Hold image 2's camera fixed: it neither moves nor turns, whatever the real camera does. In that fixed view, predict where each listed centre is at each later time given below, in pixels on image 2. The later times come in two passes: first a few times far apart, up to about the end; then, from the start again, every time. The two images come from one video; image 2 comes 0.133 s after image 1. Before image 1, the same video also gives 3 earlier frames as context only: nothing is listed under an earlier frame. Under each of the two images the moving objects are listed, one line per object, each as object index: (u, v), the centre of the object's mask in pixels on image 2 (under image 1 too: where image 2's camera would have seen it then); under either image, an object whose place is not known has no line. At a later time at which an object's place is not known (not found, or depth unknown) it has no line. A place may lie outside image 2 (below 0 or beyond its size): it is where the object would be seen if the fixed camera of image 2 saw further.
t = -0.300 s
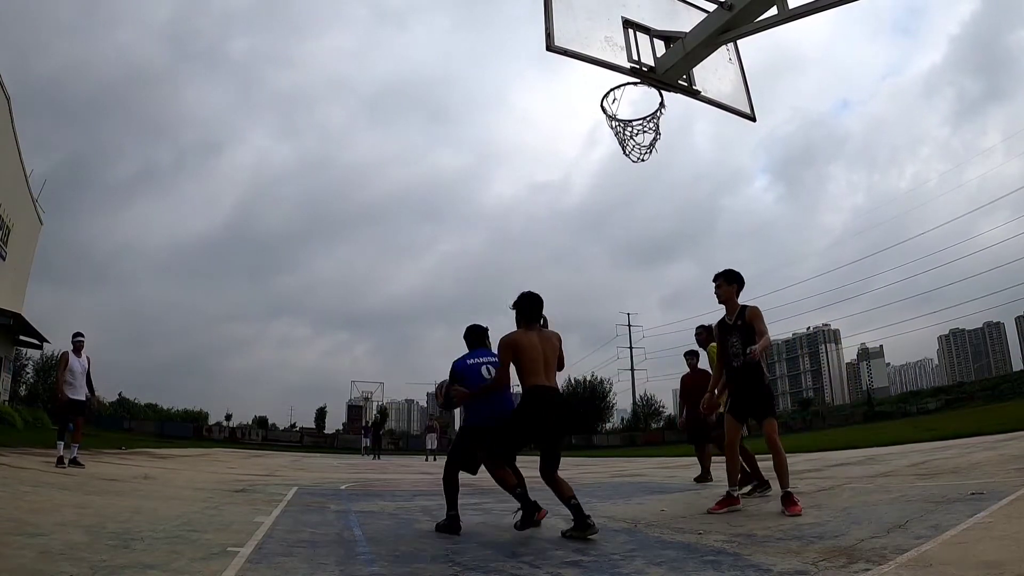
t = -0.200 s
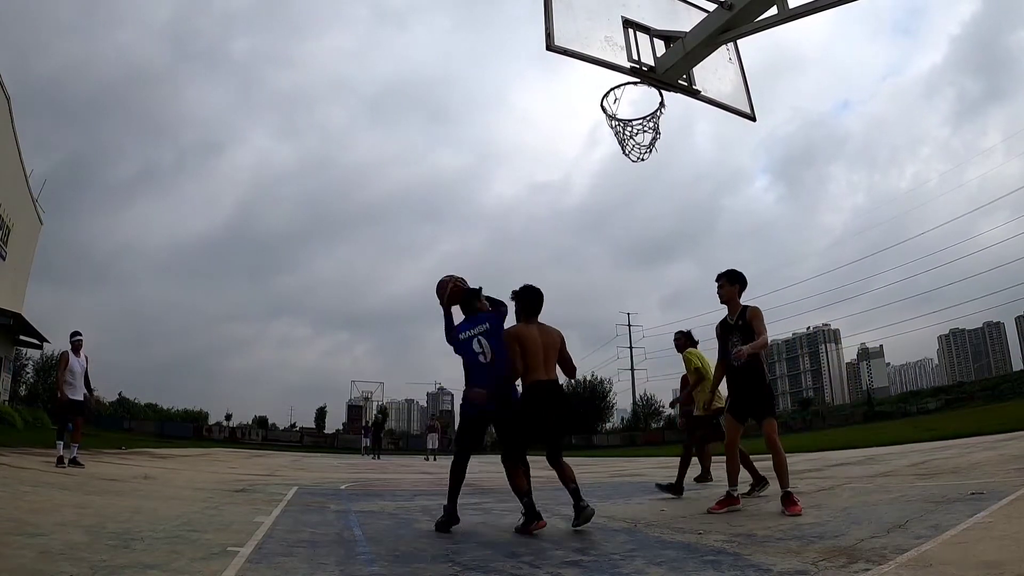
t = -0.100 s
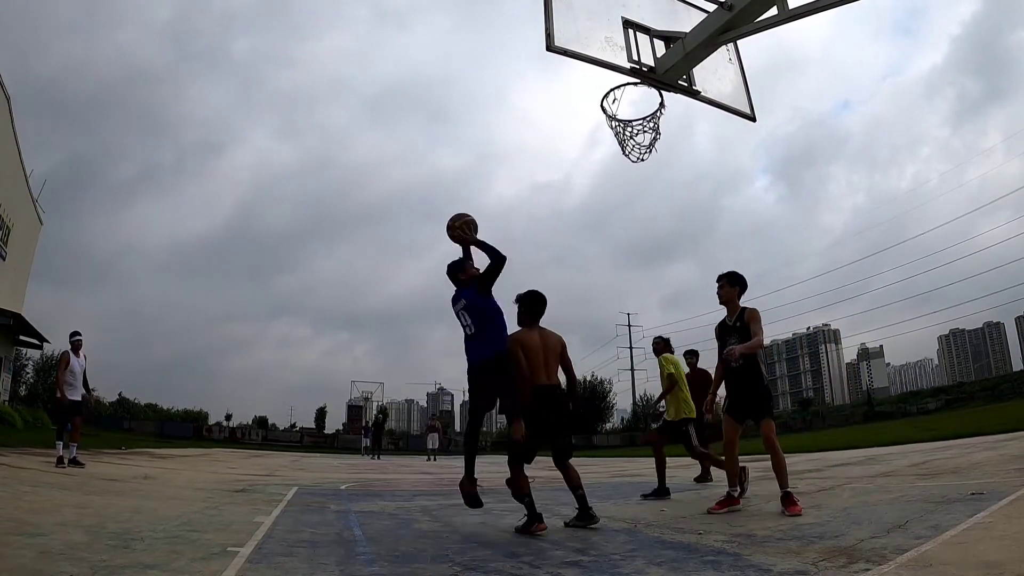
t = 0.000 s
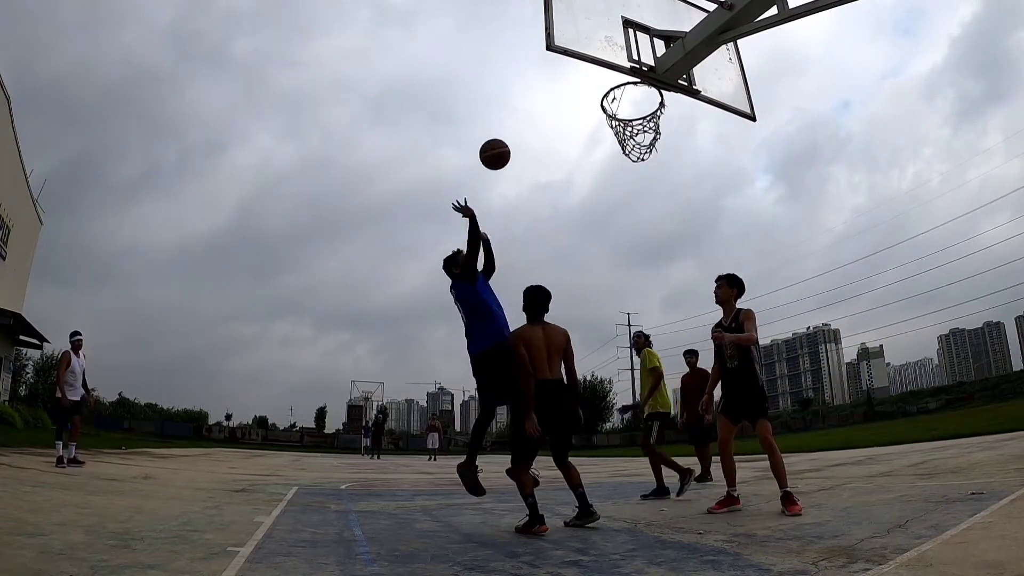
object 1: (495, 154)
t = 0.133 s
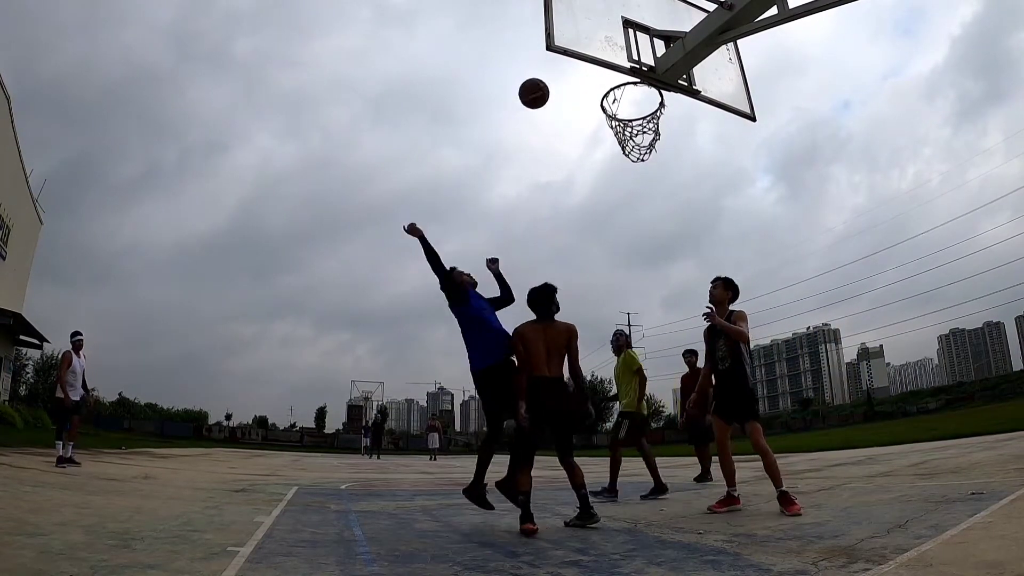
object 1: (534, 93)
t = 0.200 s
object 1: (556, 70)
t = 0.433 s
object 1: (625, 46)
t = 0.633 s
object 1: (631, 117)
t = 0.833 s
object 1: (636, 108)
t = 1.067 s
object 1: (653, 145)
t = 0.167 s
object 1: (542, 83)
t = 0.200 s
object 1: (556, 70)
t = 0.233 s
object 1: (564, 66)
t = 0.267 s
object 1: (578, 52)
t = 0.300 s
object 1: (588, 47)
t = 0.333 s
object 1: (598, 44)
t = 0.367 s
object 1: (612, 41)
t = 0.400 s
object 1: (622, 40)
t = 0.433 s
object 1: (625, 46)
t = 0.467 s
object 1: (627, 56)
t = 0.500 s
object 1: (625, 67)
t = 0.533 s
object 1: (628, 85)
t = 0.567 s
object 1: (630, 96)
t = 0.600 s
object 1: (631, 108)
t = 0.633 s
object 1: (631, 117)
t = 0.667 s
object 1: (632, 121)
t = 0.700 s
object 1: (633, 122)
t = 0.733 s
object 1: (634, 117)
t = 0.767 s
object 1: (634, 113)
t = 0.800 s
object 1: (636, 109)
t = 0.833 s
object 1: (636, 108)
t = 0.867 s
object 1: (637, 107)
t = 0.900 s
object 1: (639, 109)
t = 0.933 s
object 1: (641, 111)
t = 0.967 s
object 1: (643, 115)
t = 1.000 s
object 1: (646, 123)
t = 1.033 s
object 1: (648, 131)
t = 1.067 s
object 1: (653, 145)
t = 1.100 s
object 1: (656, 157)
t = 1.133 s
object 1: (659, 171)
